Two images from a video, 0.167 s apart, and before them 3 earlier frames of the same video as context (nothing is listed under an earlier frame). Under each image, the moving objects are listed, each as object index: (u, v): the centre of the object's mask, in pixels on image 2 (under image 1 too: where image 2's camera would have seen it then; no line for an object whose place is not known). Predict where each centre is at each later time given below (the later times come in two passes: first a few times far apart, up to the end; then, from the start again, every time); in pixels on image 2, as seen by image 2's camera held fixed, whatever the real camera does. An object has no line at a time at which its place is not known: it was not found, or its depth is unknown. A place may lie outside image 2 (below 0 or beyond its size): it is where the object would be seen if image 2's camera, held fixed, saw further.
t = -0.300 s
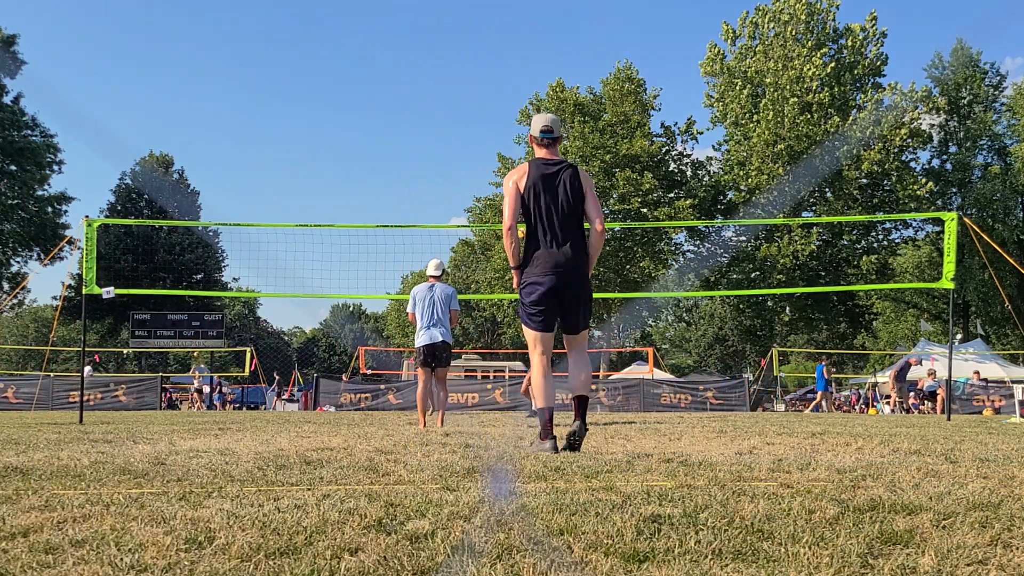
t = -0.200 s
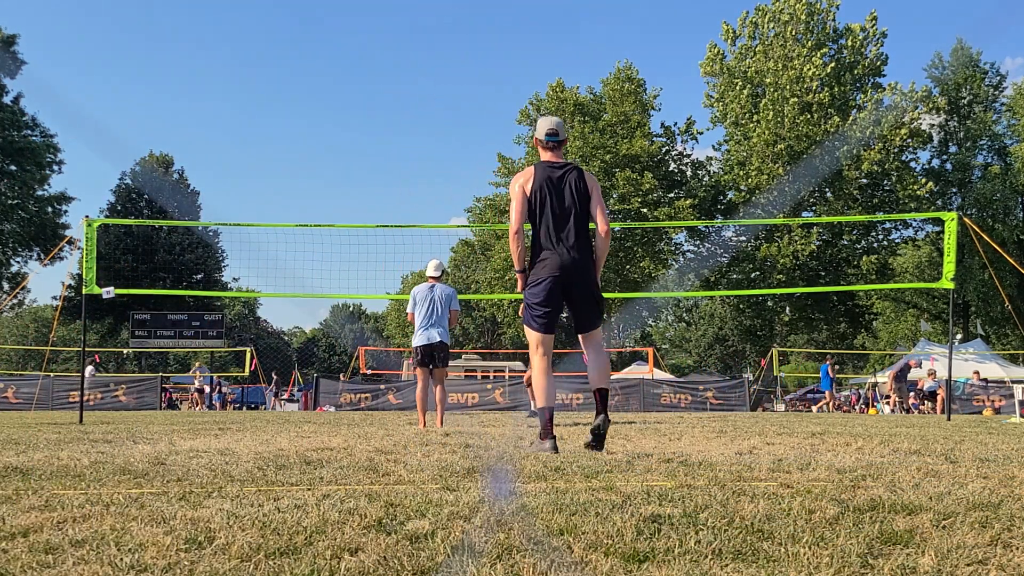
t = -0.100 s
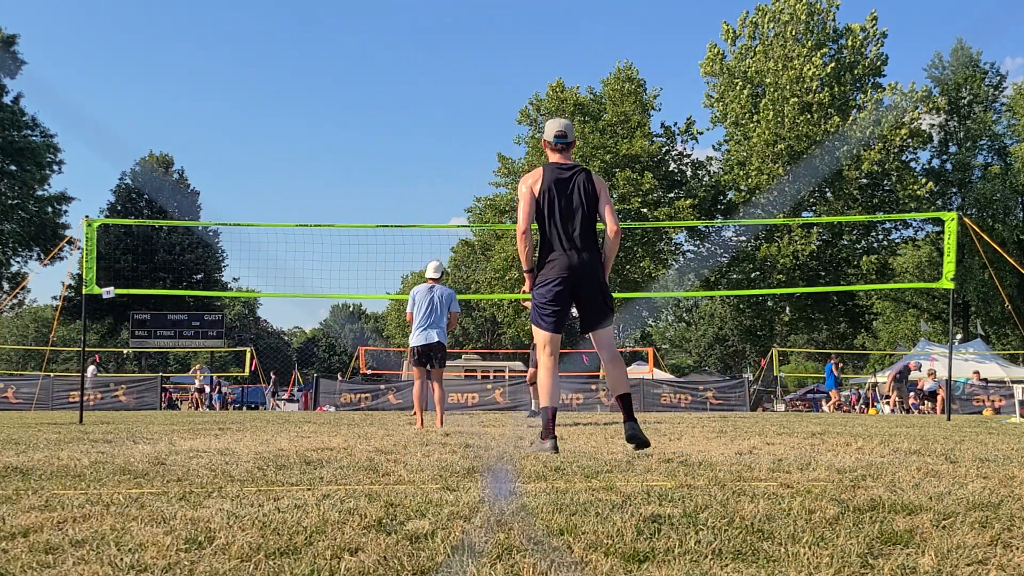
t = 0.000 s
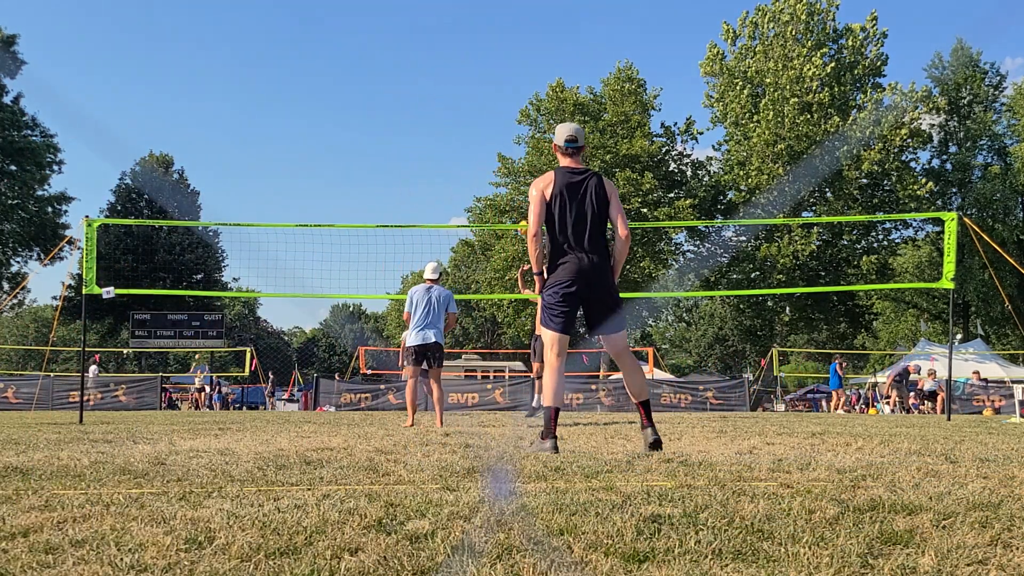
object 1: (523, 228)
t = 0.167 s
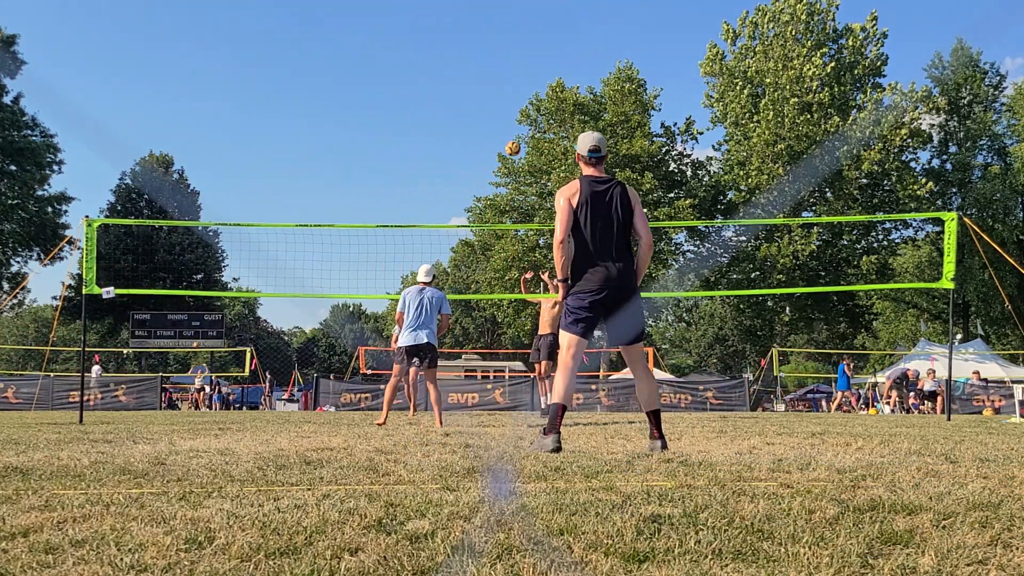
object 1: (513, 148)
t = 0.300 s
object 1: (503, 99)
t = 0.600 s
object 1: (480, 34)
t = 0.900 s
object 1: (456, 29)
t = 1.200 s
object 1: (432, 89)
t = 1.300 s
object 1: (424, 123)
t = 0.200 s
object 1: (510, 135)
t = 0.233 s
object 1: (508, 122)
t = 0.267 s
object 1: (505, 110)
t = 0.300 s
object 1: (503, 99)
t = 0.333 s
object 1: (500, 89)
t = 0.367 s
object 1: (498, 80)
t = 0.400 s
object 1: (495, 71)
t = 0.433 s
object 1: (493, 63)
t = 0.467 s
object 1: (490, 56)
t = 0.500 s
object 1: (487, 49)
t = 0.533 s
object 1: (485, 43)
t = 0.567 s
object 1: (482, 38)
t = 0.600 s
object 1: (480, 34)
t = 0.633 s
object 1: (477, 30)
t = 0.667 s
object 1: (475, 27)
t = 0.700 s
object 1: (472, 25)
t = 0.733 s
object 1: (469, 24)
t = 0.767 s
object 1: (467, 24)
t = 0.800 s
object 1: (464, 24)
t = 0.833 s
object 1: (461, 25)
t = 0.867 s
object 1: (459, 27)
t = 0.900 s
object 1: (456, 29)
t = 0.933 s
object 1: (454, 33)
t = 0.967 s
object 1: (451, 37)
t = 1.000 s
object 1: (448, 42)
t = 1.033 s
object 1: (446, 48)
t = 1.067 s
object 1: (443, 54)
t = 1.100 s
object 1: (440, 62)
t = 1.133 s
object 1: (437, 70)
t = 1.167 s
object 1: (435, 79)
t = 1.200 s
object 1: (432, 89)
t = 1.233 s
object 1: (430, 99)
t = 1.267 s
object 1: (427, 111)
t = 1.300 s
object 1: (424, 123)
